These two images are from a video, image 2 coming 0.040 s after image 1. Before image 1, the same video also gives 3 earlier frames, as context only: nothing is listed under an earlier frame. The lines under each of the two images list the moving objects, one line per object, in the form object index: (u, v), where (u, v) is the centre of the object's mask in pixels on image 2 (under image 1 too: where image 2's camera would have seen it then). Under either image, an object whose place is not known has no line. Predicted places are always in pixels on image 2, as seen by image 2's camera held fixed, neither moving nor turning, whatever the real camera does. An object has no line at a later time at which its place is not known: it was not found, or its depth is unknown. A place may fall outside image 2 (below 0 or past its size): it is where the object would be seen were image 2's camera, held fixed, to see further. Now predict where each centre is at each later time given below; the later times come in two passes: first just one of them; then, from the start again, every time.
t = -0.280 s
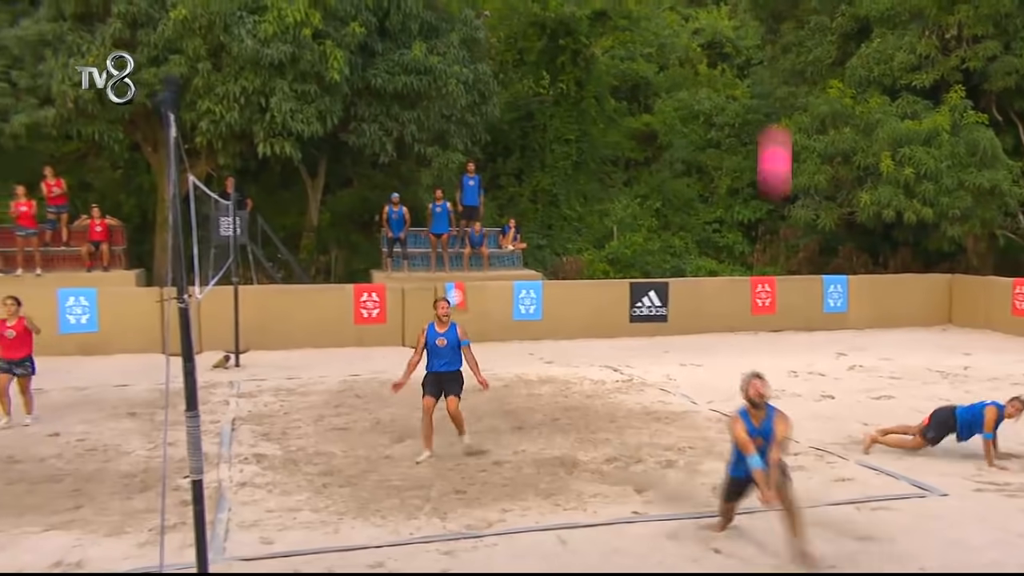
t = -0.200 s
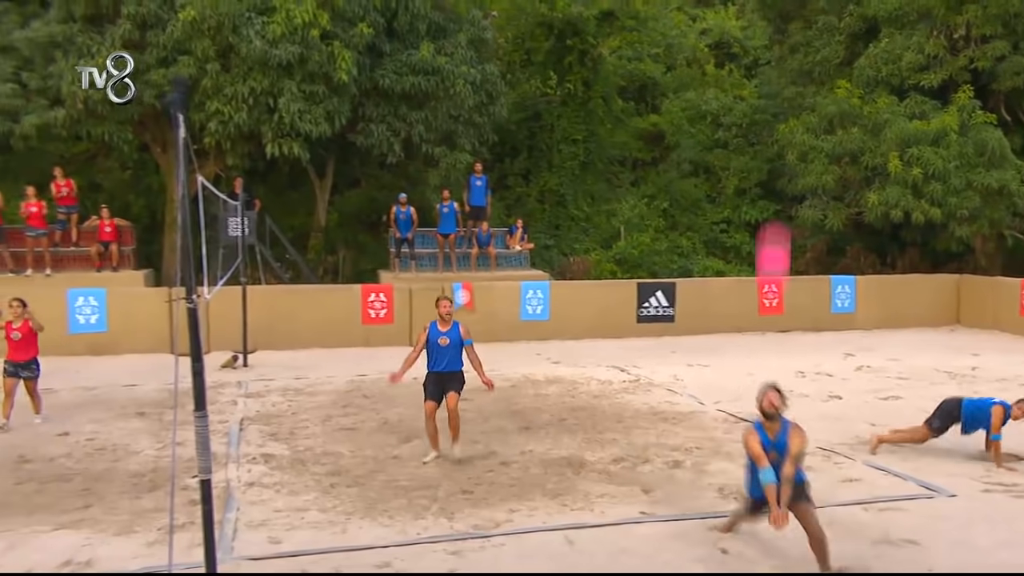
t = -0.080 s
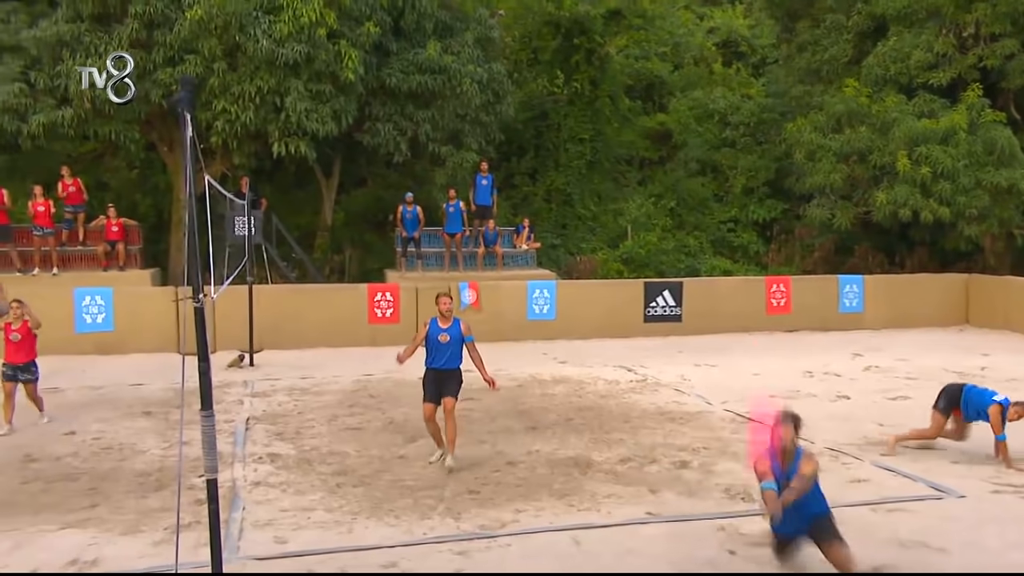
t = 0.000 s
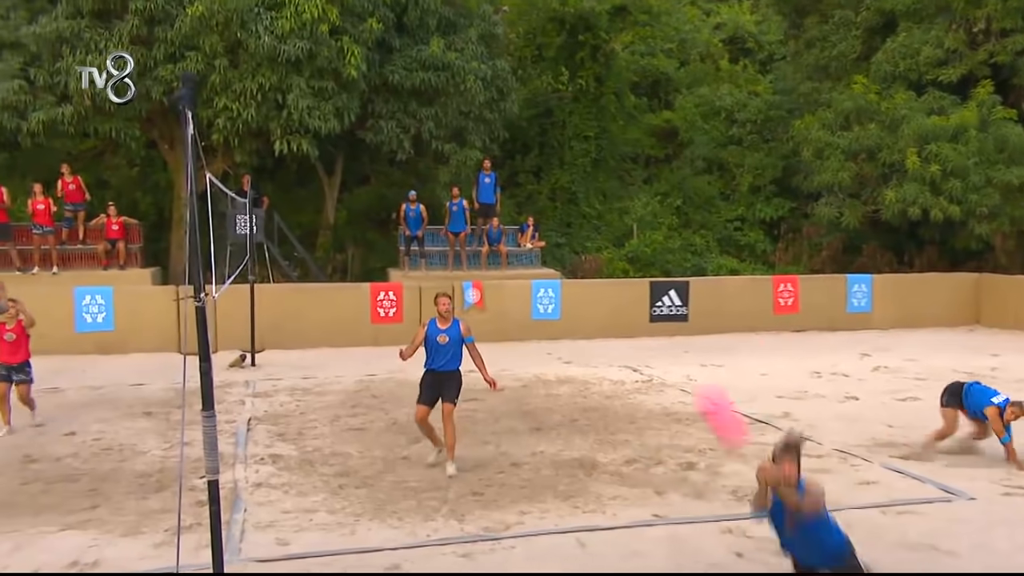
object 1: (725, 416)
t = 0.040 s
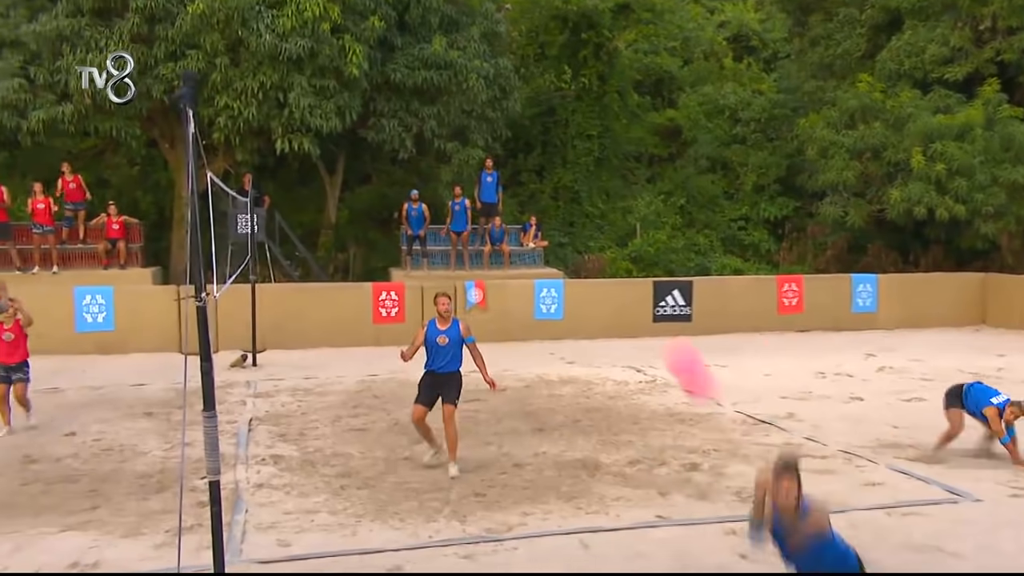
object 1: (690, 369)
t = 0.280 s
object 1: (510, 180)
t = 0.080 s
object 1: (657, 331)
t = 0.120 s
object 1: (626, 293)
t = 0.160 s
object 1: (593, 257)
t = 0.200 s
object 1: (565, 230)
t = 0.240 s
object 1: (536, 202)
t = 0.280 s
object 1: (510, 180)
